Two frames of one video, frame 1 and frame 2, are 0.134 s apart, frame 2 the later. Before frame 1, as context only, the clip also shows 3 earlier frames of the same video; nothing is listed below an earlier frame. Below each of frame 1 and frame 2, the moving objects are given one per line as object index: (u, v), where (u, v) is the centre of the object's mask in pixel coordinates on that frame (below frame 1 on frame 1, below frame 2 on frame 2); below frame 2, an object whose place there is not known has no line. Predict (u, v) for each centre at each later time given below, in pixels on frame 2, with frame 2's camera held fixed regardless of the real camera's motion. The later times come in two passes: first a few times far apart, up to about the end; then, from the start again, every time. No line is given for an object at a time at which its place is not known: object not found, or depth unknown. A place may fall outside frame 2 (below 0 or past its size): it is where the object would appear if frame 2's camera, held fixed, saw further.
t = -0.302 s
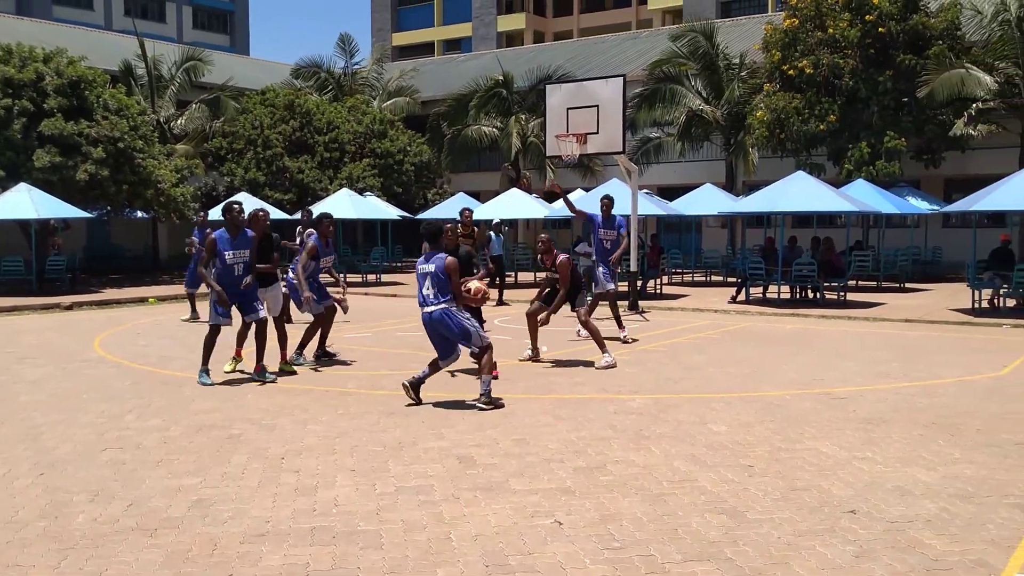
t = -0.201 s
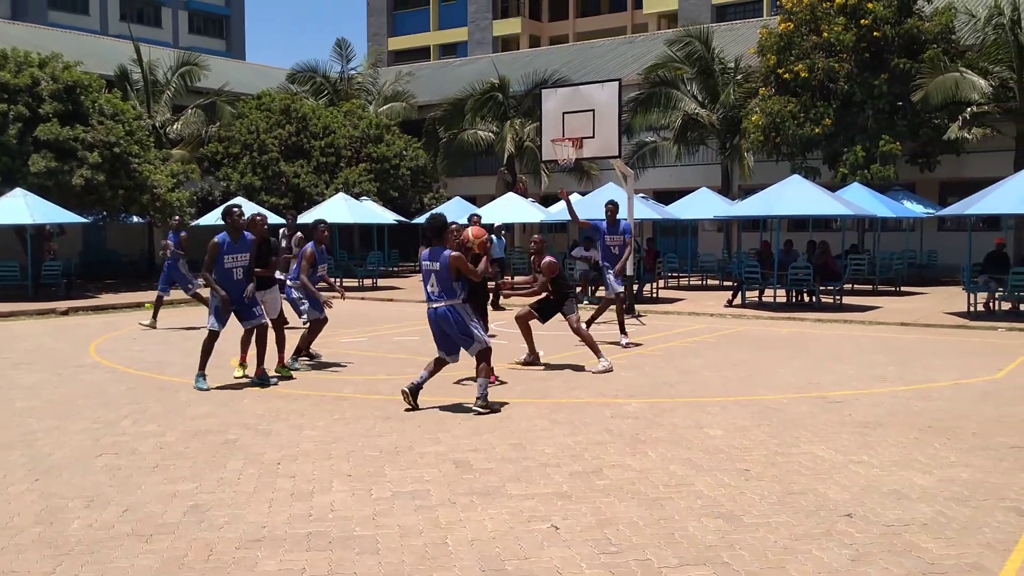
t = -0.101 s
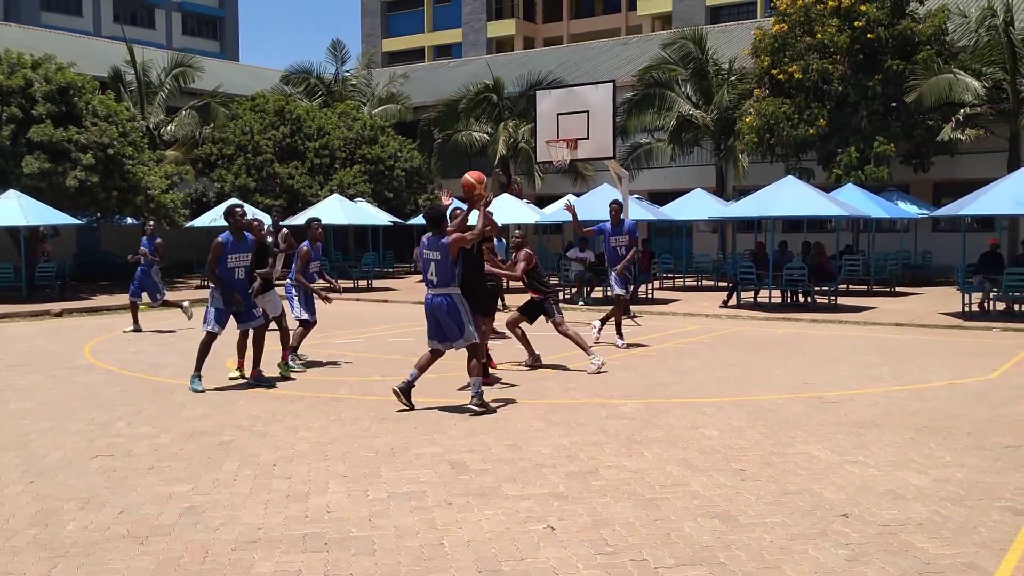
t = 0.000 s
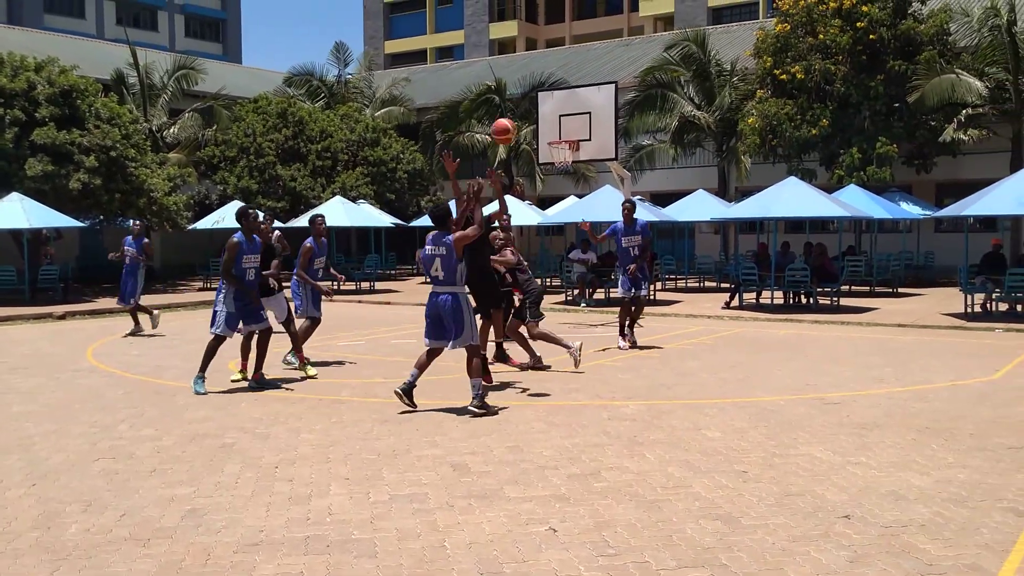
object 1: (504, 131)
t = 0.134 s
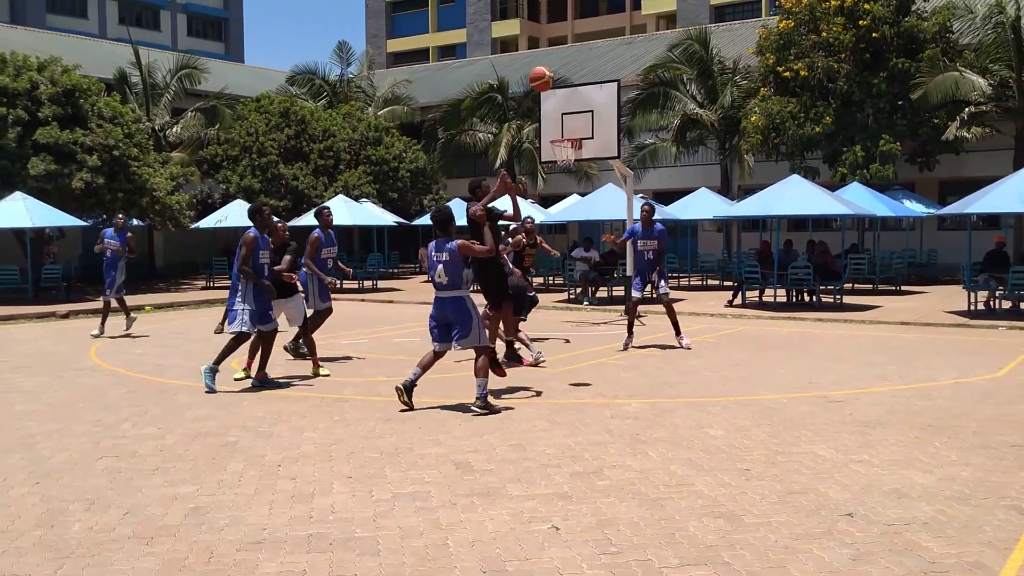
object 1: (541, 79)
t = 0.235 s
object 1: (566, 55)
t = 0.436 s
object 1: (611, 40)
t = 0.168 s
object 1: (550, 70)
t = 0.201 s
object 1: (558, 62)
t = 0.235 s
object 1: (566, 55)
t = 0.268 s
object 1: (574, 49)
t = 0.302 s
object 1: (582, 45)
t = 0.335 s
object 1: (589, 42)
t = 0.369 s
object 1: (596, 40)
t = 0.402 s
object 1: (604, 39)
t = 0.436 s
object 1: (611, 40)
